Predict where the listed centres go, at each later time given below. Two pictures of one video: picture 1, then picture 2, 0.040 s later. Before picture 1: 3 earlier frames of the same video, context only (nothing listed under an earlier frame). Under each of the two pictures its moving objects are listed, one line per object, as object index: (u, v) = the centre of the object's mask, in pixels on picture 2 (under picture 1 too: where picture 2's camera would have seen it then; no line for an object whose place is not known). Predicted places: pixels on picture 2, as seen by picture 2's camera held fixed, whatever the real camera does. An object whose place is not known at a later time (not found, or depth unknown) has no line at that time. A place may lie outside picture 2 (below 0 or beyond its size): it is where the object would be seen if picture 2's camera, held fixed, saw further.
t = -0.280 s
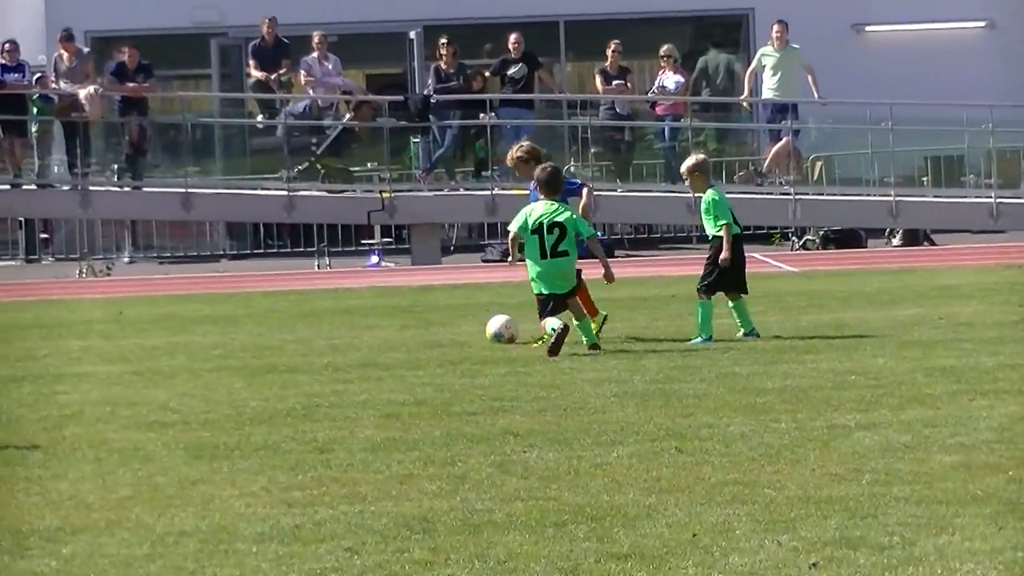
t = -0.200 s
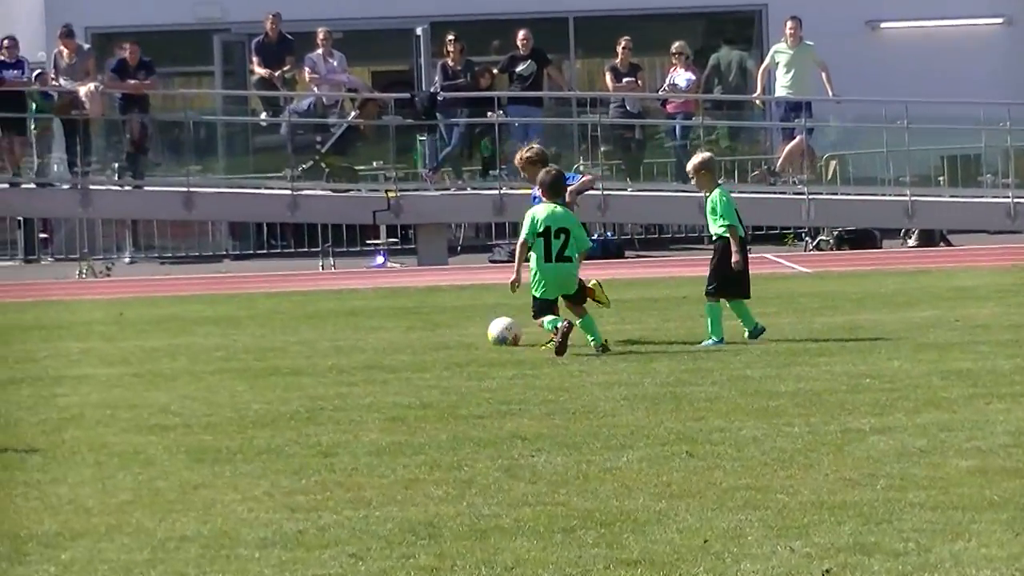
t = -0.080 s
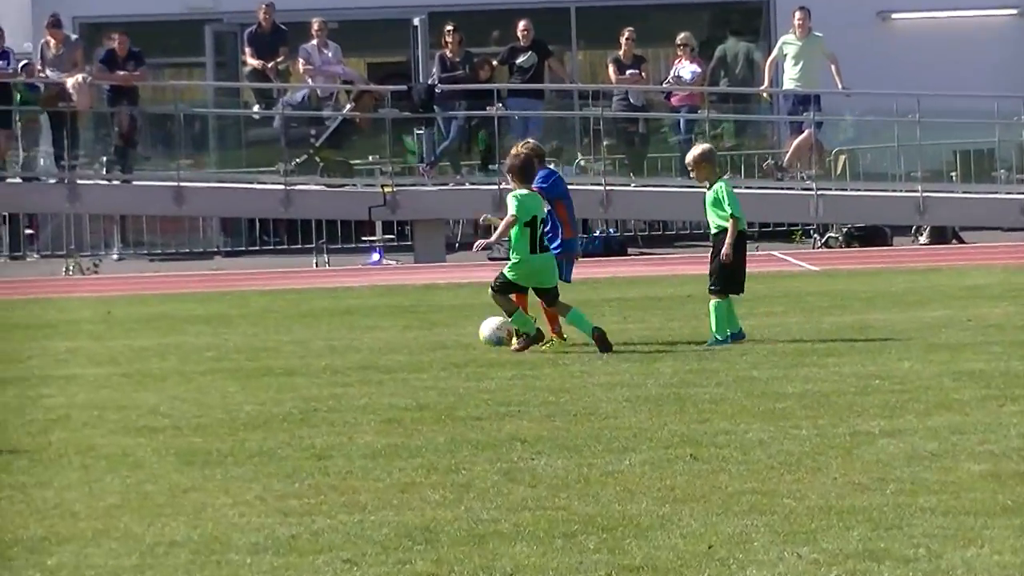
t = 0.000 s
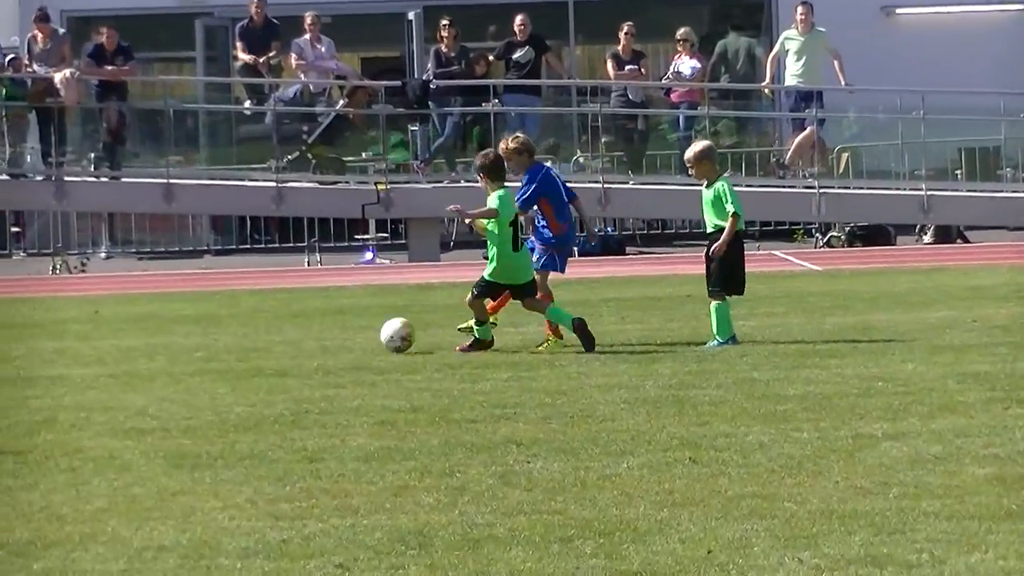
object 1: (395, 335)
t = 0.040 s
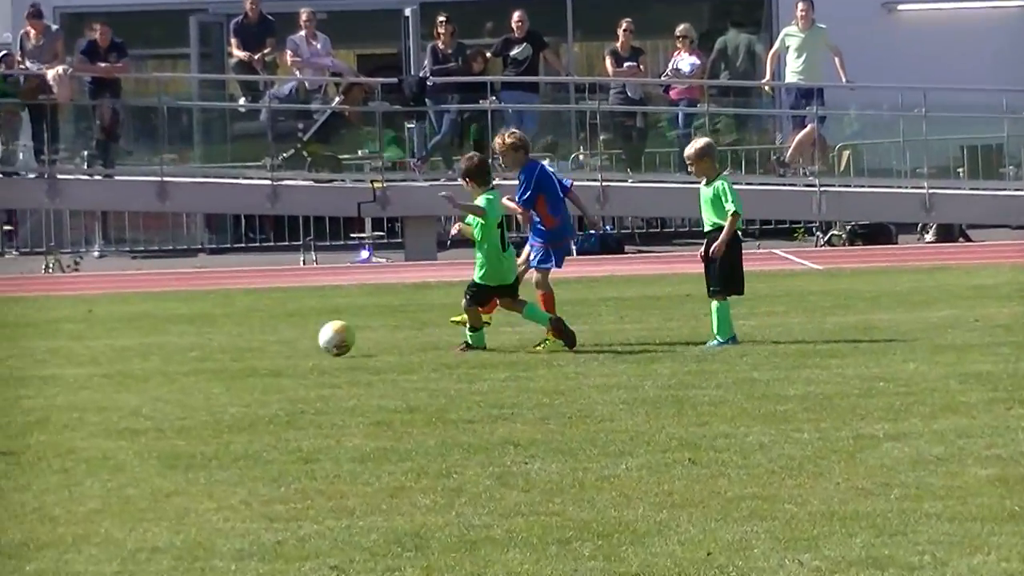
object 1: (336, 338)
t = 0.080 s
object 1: (277, 345)
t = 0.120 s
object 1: (220, 351)
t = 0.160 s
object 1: (172, 348)
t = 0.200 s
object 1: (124, 345)
